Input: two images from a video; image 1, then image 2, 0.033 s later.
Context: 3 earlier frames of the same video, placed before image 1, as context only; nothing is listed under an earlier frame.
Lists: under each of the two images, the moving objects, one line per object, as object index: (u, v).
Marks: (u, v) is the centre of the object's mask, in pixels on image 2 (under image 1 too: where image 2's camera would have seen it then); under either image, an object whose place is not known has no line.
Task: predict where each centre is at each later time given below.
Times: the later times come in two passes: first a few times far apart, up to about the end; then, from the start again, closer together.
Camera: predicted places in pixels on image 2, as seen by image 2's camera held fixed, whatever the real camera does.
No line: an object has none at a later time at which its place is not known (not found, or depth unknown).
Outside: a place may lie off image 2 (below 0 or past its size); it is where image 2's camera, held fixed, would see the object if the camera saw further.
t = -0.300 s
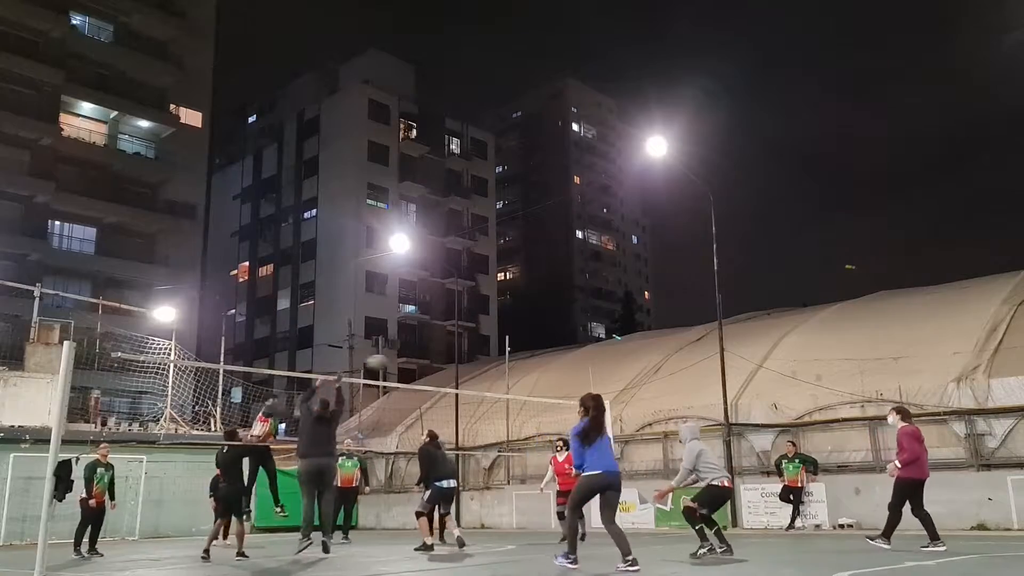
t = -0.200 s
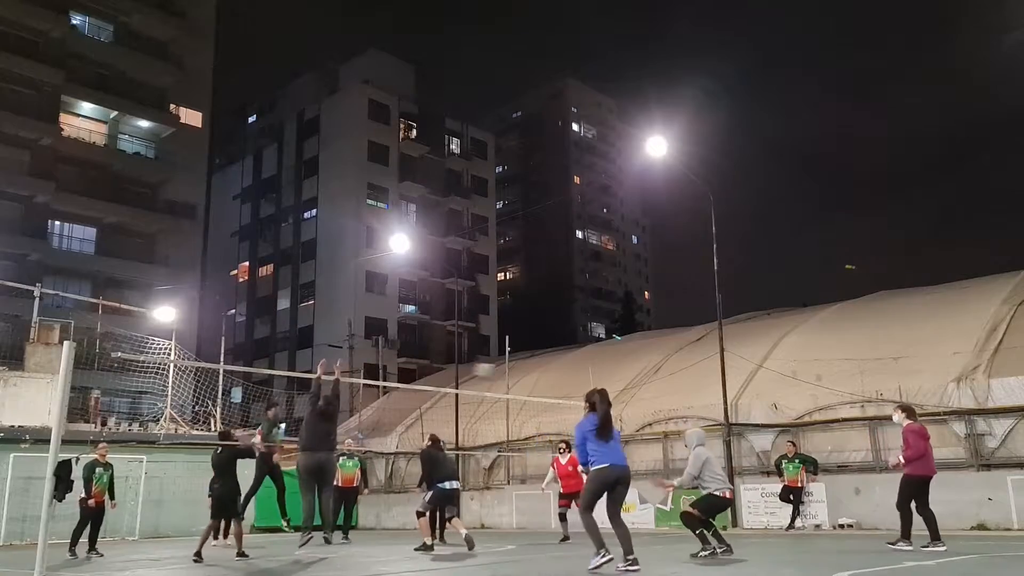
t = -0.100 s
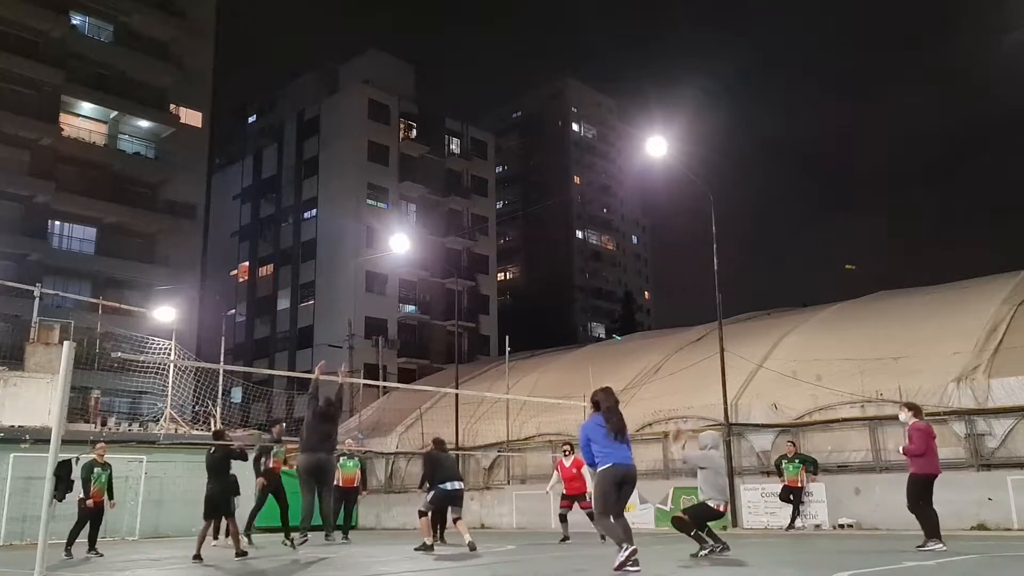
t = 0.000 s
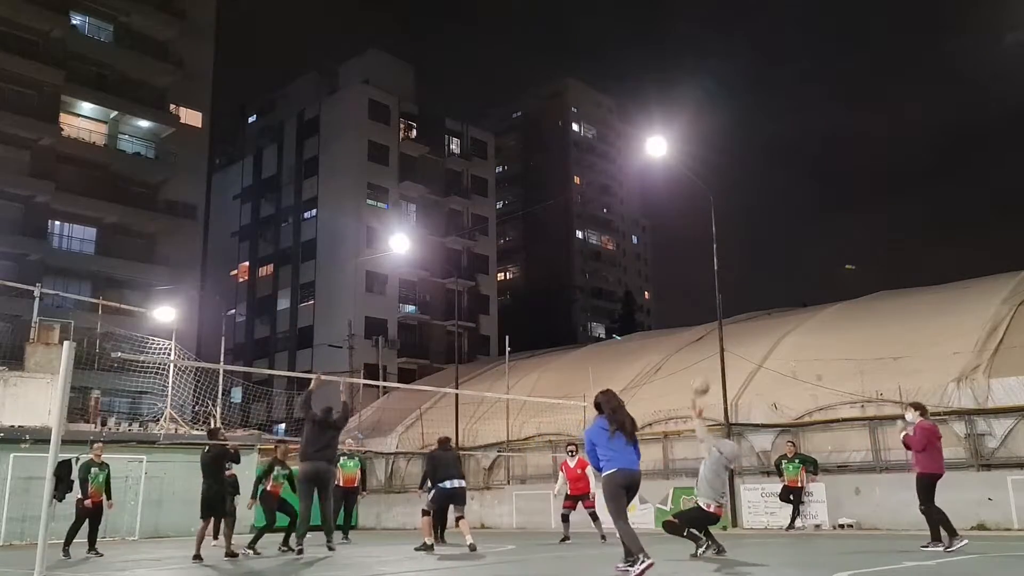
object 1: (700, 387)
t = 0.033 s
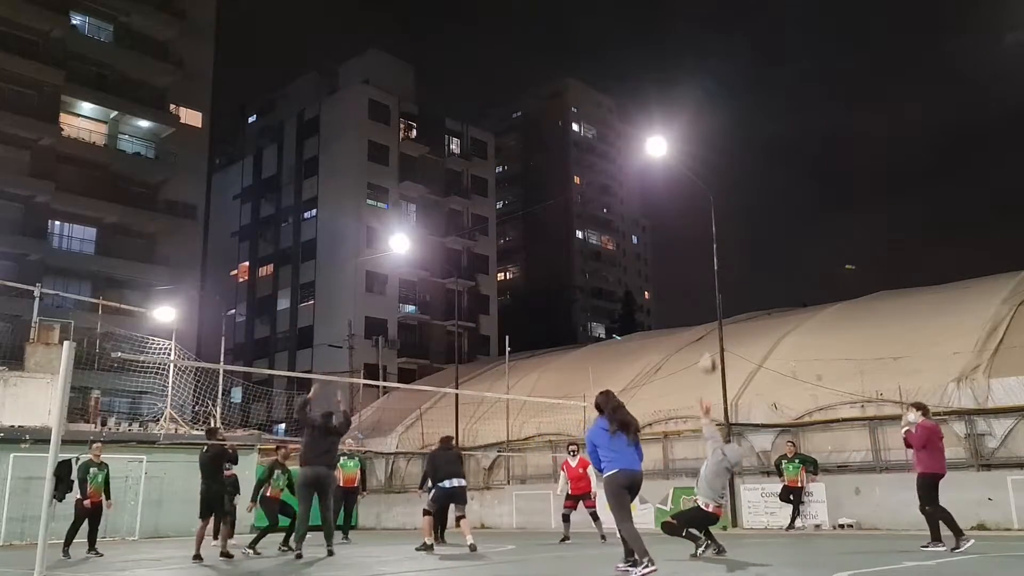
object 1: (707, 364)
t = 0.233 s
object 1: (764, 253)
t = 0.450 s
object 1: (829, 168)
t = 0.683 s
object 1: (908, 117)
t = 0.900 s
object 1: (995, 108)
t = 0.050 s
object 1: (711, 353)
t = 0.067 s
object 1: (715, 343)
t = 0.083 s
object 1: (721, 331)
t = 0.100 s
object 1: (726, 321)
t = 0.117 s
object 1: (731, 313)
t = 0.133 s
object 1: (736, 304)
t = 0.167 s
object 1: (744, 286)
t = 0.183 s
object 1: (749, 277)
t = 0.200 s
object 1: (754, 269)
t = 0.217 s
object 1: (759, 261)
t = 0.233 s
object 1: (764, 253)
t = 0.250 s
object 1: (768, 245)
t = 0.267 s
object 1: (773, 237)
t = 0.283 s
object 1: (778, 230)
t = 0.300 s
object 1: (783, 223)
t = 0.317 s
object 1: (787, 216)
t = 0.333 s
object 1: (792, 209)
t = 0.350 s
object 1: (797, 203)
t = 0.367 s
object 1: (803, 196)
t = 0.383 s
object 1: (808, 190)
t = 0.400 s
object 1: (813, 184)
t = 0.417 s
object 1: (818, 179)
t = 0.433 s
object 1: (824, 173)
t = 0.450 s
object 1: (829, 168)
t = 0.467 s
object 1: (834, 163)
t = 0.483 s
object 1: (840, 158)
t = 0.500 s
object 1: (845, 153)
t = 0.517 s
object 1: (850, 149)
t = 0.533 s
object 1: (856, 145)
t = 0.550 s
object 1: (861, 141)
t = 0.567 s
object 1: (867, 137)
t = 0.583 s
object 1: (873, 134)
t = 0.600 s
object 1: (878, 130)
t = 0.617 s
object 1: (884, 127)
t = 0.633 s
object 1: (890, 124)
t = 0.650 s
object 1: (897, 122)
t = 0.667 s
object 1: (903, 119)
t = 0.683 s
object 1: (908, 117)
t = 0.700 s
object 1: (915, 115)
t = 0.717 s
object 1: (921, 113)
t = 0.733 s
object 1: (927, 112)
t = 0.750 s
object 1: (934, 110)
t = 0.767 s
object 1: (940, 109)
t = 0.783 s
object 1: (947, 108)
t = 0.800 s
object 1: (953, 108)
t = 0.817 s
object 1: (960, 107)
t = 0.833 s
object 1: (967, 107)
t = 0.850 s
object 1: (974, 107)
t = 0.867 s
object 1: (981, 107)
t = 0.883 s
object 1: (988, 107)
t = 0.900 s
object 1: (995, 108)
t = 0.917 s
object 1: (1002, 109)
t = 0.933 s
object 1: (1009, 111)
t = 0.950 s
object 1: (1014, 112)
